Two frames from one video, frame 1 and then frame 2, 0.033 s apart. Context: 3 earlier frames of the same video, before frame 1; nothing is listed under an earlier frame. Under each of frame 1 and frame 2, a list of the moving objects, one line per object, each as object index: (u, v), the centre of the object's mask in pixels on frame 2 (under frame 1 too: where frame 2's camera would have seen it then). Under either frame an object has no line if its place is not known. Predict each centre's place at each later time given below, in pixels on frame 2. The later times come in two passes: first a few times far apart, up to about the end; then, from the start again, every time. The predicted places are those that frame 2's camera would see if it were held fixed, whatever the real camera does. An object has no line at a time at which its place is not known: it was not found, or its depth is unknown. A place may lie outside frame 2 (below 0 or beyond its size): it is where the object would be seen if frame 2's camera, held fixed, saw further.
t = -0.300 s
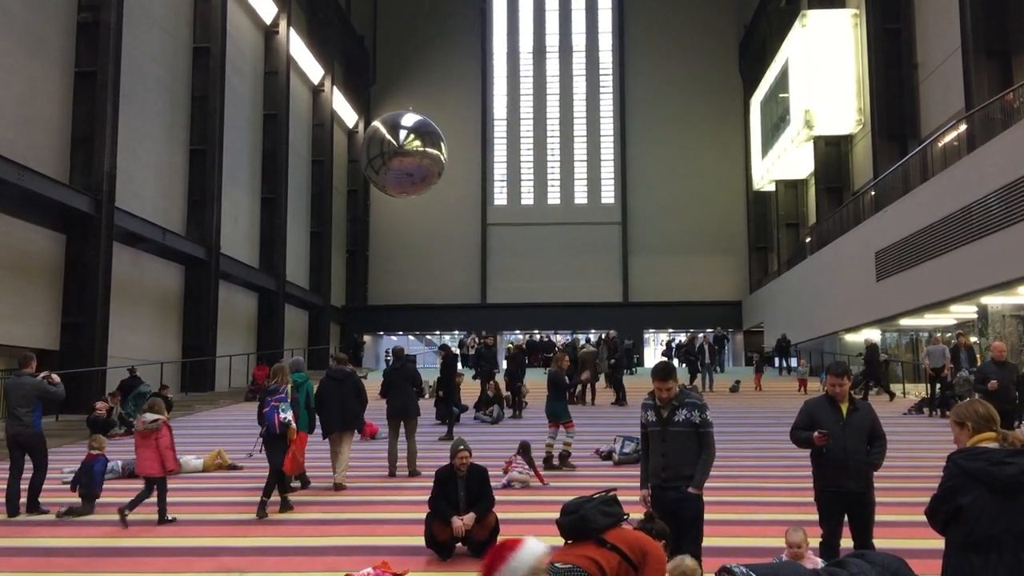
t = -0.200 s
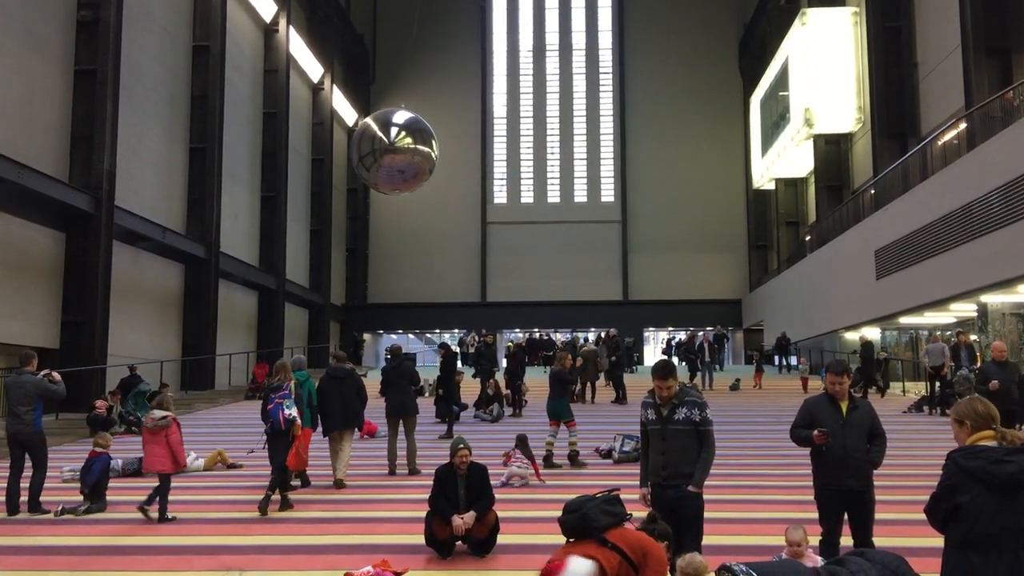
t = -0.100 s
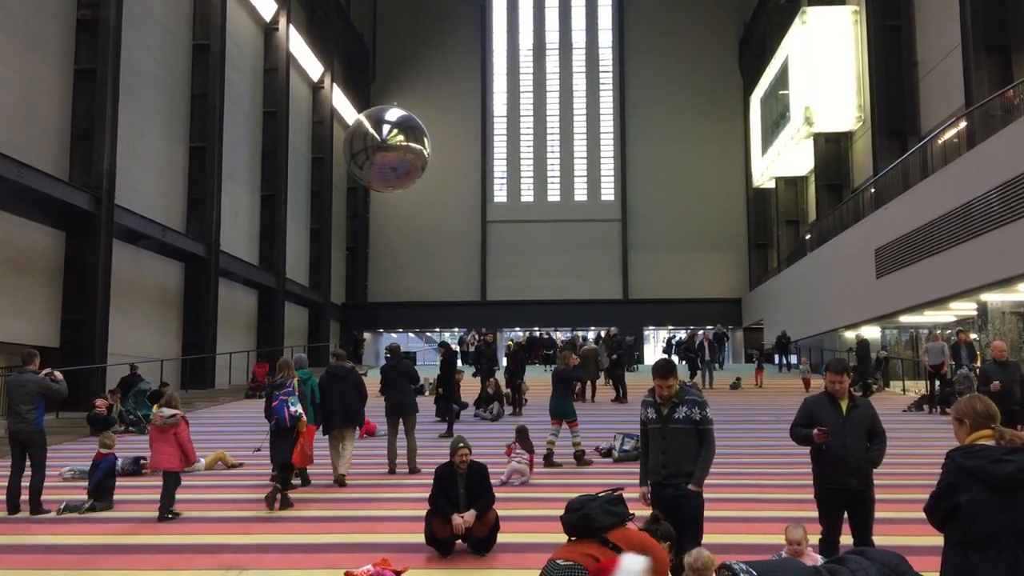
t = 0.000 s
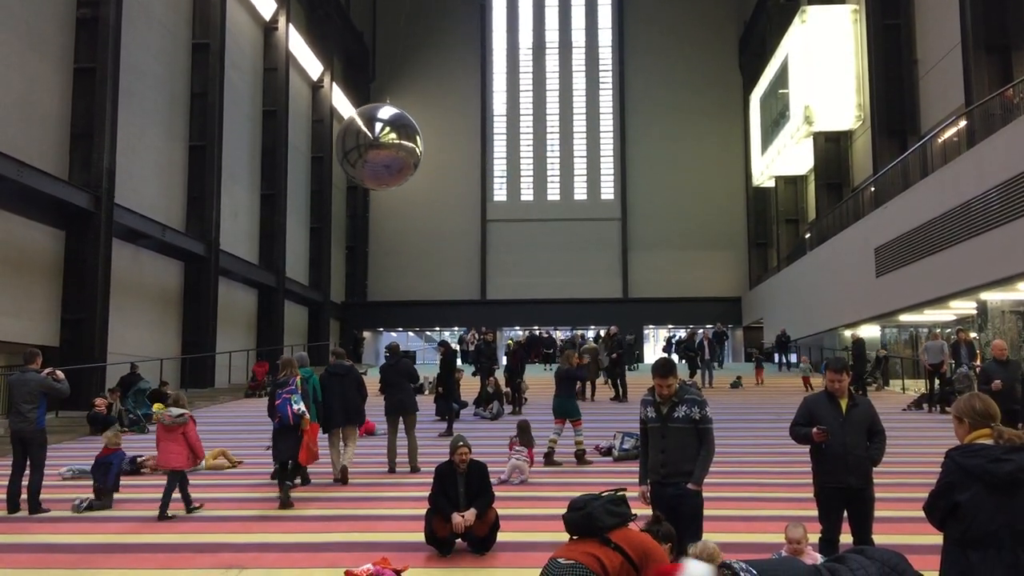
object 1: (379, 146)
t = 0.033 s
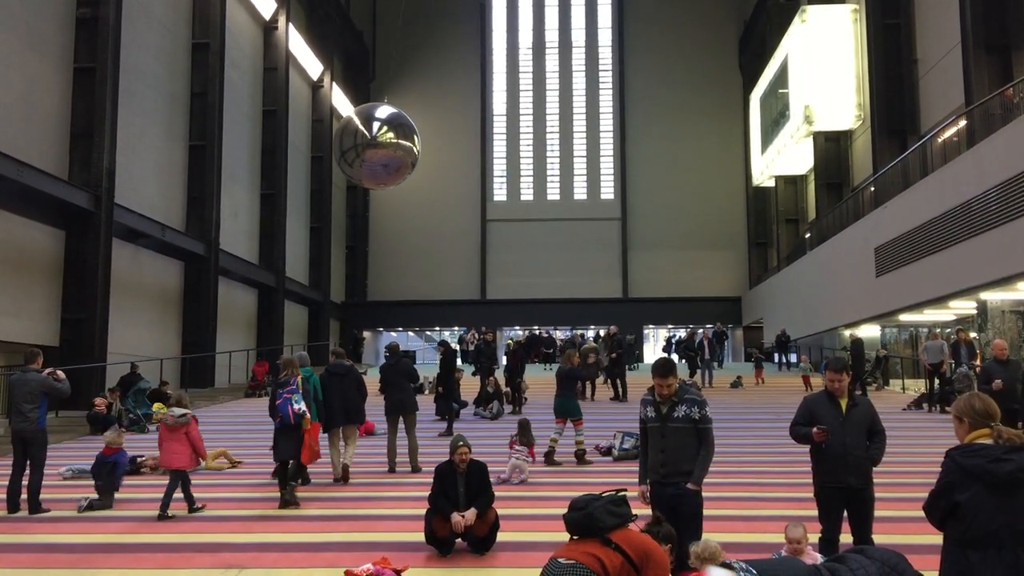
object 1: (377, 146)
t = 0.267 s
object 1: (362, 144)
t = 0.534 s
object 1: (351, 141)
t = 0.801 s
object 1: (345, 140)
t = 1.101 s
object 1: (344, 140)
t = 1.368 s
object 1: (349, 141)
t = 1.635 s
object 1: (359, 143)
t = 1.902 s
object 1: (375, 145)
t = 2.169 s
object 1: (395, 149)
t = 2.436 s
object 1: (419, 152)
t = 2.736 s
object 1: (450, 155)
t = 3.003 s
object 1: (481, 157)
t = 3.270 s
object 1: (513, 157)
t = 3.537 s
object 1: (547, 157)
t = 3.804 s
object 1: (579, 156)
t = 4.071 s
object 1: (610, 153)
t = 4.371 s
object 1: (641, 149)
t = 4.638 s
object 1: (666, 145)
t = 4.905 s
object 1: (686, 141)
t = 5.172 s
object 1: (701, 139)
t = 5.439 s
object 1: (710, 137)
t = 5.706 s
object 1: (713, 136)
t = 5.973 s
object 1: (712, 137)
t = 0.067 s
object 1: (374, 146)
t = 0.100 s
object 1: (372, 145)
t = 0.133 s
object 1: (370, 145)
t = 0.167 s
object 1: (368, 144)
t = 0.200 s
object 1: (366, 144)
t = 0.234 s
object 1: (364, 144)
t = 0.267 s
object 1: (362, 144)
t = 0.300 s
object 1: (361, 143)
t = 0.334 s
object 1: (359, 143)
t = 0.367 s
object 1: (357, 143)
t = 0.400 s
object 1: (356, 142)
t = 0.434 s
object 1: (355, 142)
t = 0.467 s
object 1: (353, 142)
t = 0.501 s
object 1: (352, 142)
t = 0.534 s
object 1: (351, 141)
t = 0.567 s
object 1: (350, 141)
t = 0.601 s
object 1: (349, 141)
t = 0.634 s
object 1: (348, 141)
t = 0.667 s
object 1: (347, 141)
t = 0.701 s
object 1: (346, 141)
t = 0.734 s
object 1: (346, 141)
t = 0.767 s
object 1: (345, 140)
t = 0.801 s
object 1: (345, 140)
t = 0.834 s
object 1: (344, 140)
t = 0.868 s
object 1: (344, 140)
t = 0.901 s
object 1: (344, 140)
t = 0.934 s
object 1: (344, 140)
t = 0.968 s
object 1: (344, 140)
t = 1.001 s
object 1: (344, 140)
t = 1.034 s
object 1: (344, 140)
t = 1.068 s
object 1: (344, 140)
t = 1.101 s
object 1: (344, 140)
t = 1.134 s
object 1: (344, 140)
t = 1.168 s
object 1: (345, 140)
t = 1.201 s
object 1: (345, 140)
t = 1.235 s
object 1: (346, 140)
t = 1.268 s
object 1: (347, 140)
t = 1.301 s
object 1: (347, 140)
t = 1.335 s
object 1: (348, 141)
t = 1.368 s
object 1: (349, 141)
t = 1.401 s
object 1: (350, 141)
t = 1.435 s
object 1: (351, 141)
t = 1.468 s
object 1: (352, 141)
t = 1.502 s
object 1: (354, 142)
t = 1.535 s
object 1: (355, 142)
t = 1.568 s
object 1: (356, 142)
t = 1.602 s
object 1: (358, 142)
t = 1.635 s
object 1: (359, 143)
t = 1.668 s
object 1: (361, 143)
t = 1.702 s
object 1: (363, 143)
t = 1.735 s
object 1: (365, 144)
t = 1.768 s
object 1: (367, 144)
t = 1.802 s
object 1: (369, 144)
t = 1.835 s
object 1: (371, 144)
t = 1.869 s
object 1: (373, 145)
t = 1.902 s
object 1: (375, 145)
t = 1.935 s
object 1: (378, 146)
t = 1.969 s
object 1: (380, 146)
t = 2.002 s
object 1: (382, 146)
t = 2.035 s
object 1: (385, 147)
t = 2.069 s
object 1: (387, 147)
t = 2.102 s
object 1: (389, 148)
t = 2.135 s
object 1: (392, 148)
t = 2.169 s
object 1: (395, 149)
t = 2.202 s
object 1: (398, 149)
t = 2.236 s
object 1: (401, 150)
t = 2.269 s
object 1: (404, 150)
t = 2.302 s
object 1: (407, 150)
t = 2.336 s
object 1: (410, 151)
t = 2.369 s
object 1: (413, 151)
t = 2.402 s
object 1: (416, 151)
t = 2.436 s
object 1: (419, 152)
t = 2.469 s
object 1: (423, 152)
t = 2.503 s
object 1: (426, 153)
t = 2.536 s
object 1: (429, 153)
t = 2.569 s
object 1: (433, 153)
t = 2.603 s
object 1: (436, 154)
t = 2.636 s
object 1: (440, 154)
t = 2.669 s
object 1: (443, 154)
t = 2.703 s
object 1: (447, 154)
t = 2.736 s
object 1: (450, 155)
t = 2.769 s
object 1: (454, 155)
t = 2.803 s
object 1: (458, 155)
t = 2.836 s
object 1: (461, 156)
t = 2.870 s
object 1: (465, 156)
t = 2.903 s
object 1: (469, 156)
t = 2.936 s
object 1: (473, 156)
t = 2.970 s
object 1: (477, 157)
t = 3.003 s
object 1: (481, 157)
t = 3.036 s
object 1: (485, 157)
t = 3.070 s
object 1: (489, 157)
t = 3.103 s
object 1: (493, 157)
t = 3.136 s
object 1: (497, 157)
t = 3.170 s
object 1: (501, 157)
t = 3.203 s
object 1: (505, 158)
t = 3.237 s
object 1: (509, 157)
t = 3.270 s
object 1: (513, 157)
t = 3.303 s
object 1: (517, 157)
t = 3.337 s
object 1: (521, 158)
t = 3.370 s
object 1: (526, 158)
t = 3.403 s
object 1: (530, 158)
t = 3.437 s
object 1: (534, 158)
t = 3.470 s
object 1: (538, 158)
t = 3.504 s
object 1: (542, 158)
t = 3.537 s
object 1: (547, 157)
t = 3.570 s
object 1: (550, 157)
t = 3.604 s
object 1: (555, 157)
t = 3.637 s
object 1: (558, 157)
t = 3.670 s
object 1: (562, 157)
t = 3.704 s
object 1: (566, 156)
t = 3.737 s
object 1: (571, 156)
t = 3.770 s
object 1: (575, 156)
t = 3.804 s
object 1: (579, 156)
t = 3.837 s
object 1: (583, 155)
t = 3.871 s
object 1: (587, 155)
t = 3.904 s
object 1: (591, 155)
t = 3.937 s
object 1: (595, 154)
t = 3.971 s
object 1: (599, 154)
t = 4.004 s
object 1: (602, 153)
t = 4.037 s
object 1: (606, 153)
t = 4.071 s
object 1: (610, 153)
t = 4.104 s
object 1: (613, 152)
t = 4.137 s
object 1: (617, 152)
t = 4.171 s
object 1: (621, 151)
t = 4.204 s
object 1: (624, 151)
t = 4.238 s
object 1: (628, 151)
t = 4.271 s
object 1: (631, 150)
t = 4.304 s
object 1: (635, 150)
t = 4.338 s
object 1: (638, 149)
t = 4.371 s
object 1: (641, 149)
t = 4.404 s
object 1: (645, 148)
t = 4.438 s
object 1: (648, 148)
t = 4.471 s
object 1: (651, 147)
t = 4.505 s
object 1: (654, 147)
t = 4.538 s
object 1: (657, 147)
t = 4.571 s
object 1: (660, 146)
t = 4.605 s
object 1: (663, 146)
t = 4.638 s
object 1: (666, 145)
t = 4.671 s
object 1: (668, 145)
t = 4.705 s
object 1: (672, 144)
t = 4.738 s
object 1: (674, 144)
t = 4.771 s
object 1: (677, 143)
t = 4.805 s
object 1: (679, 142)
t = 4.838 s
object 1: (681, 142)
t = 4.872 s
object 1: (684, 142)
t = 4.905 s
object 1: (686, 141)
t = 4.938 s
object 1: (689, 141)
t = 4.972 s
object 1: (691, 140)
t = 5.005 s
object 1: (693, 140)
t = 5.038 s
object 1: (695, 140)
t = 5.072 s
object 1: (696, 139)
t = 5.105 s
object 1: (698, 139)
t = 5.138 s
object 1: (700, 139)
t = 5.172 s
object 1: (701, 139)
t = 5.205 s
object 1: (703, 139)
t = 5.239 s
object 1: (704, 138)
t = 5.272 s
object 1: (706, 138)
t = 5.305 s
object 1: (707, 138)
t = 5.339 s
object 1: (708, 138)
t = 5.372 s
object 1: (709, 138)
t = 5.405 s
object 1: (710, 138)
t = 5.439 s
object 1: (710, 137)
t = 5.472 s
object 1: (711, 137)
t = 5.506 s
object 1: (712, 137)
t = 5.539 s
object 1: (712, 137)
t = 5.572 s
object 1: (712, 137)
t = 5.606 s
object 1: (713, 137)
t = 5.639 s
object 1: (713, 136)
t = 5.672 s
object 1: (713, 136)
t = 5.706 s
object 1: (713, 136)
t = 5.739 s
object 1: (713, 136)
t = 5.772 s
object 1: (713, 136)
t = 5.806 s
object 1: (713, 137)
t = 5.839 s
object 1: (713, 137)
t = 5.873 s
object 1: (713, 137)
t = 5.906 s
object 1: (713, 137)
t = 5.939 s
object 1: (712, 137)
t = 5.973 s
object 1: (712, 137)
